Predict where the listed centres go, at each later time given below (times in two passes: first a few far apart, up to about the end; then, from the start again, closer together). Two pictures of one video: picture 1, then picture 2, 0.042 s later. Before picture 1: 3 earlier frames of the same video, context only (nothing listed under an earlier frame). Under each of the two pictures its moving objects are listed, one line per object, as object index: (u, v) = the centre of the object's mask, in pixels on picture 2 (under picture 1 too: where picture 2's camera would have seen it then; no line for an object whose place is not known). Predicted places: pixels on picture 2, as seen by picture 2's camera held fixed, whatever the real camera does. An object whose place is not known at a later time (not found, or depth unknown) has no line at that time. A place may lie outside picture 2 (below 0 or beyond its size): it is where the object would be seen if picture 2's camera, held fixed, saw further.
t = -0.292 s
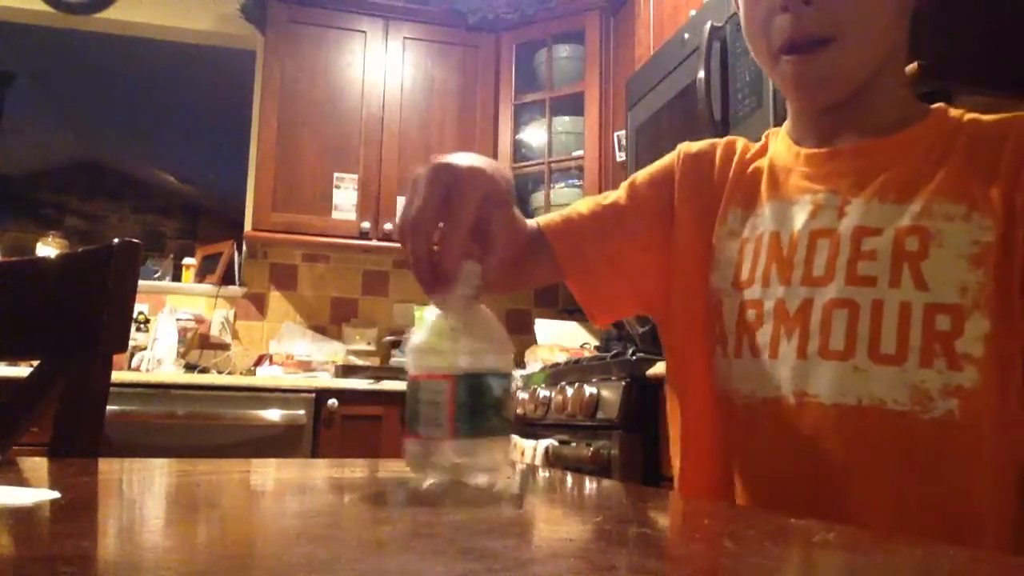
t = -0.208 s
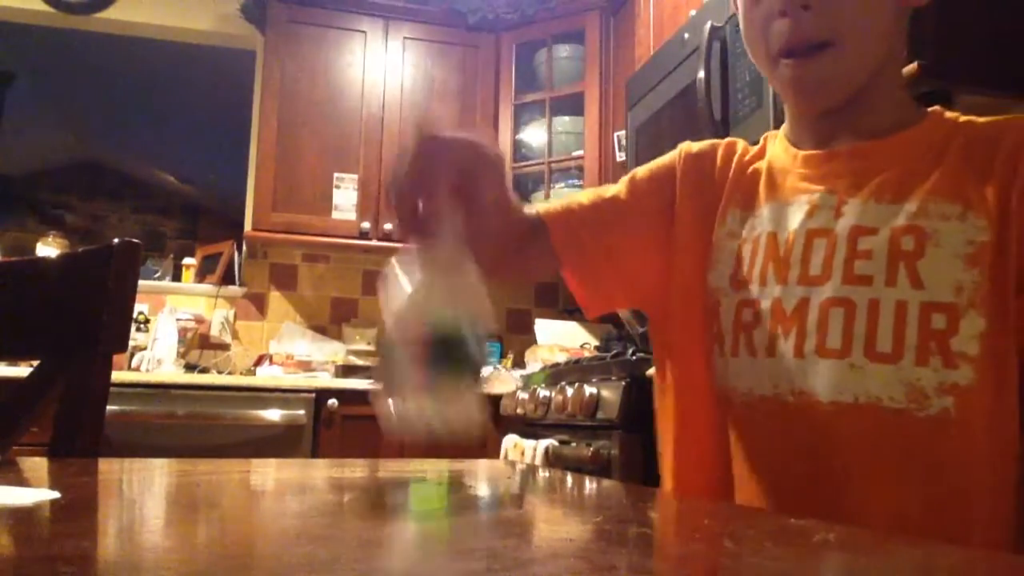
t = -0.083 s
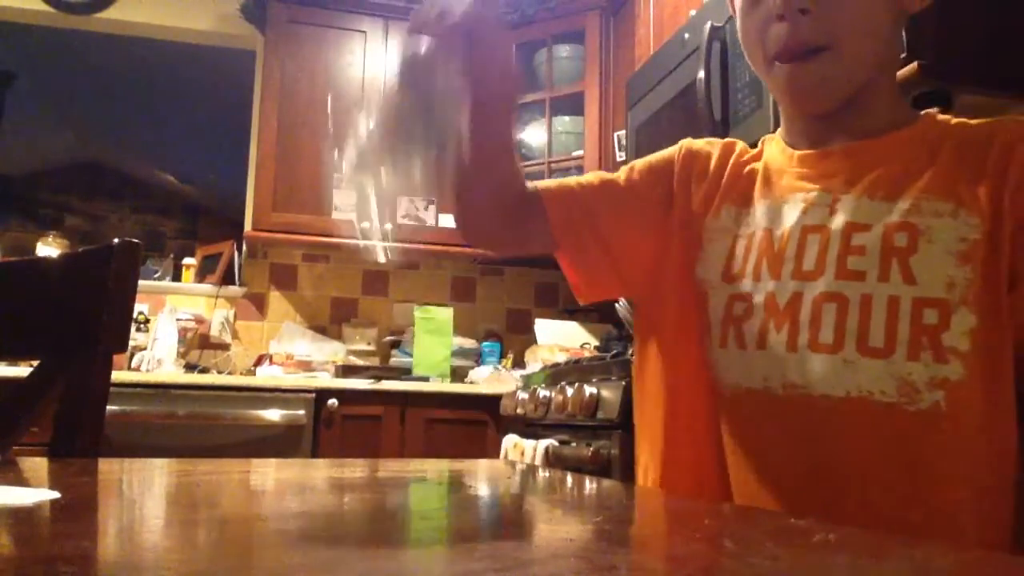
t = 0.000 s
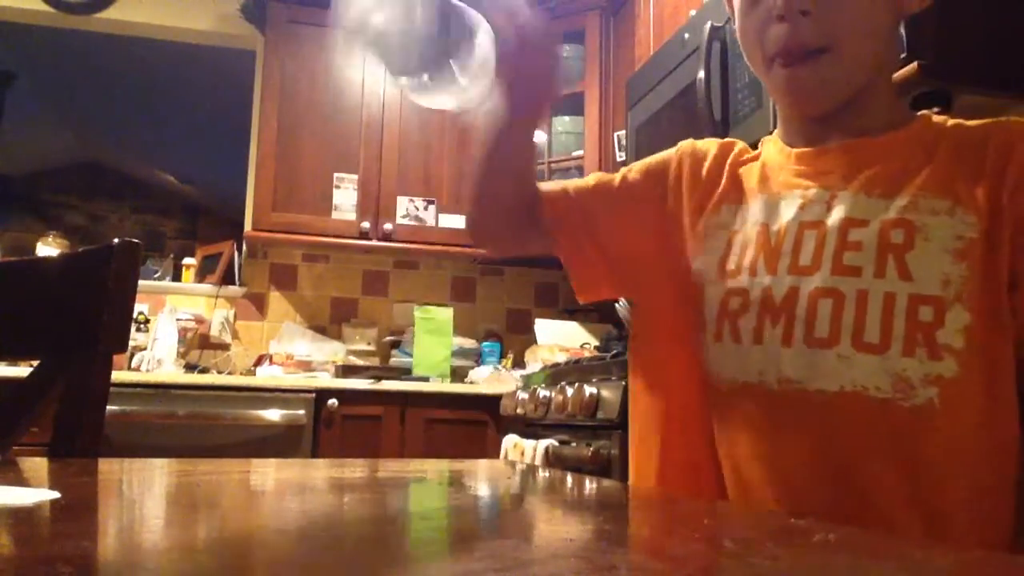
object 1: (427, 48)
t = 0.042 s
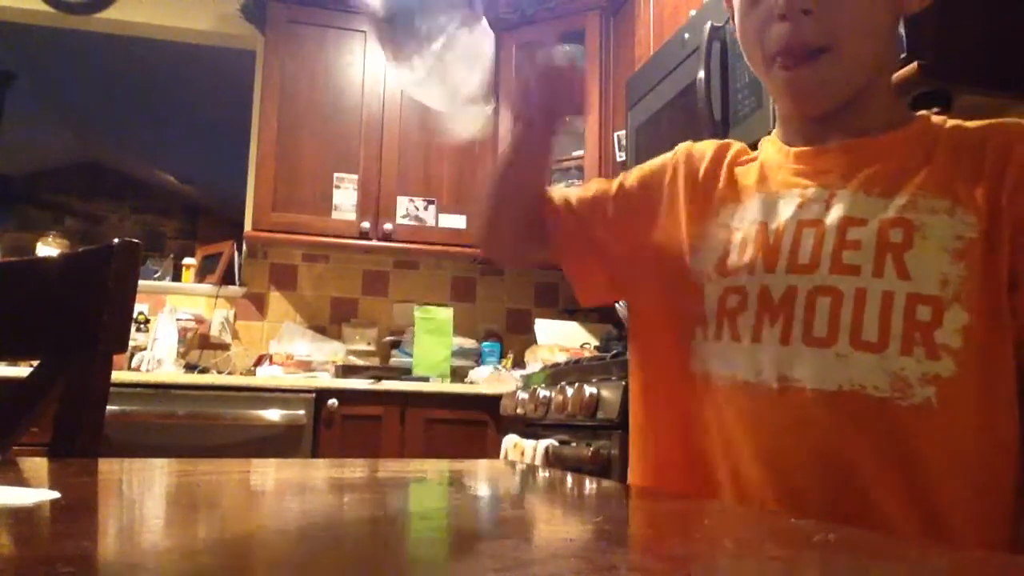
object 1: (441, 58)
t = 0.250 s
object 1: (446, 266)
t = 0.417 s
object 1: (449, 437)
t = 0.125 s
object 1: (436, 48)
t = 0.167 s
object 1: (446, 81)
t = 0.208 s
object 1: (439, 149)
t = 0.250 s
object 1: (446, 266)
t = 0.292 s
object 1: (456, 431)
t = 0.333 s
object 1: (444, 432)
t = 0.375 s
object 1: (446, 436)
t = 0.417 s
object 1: (449, 437)
